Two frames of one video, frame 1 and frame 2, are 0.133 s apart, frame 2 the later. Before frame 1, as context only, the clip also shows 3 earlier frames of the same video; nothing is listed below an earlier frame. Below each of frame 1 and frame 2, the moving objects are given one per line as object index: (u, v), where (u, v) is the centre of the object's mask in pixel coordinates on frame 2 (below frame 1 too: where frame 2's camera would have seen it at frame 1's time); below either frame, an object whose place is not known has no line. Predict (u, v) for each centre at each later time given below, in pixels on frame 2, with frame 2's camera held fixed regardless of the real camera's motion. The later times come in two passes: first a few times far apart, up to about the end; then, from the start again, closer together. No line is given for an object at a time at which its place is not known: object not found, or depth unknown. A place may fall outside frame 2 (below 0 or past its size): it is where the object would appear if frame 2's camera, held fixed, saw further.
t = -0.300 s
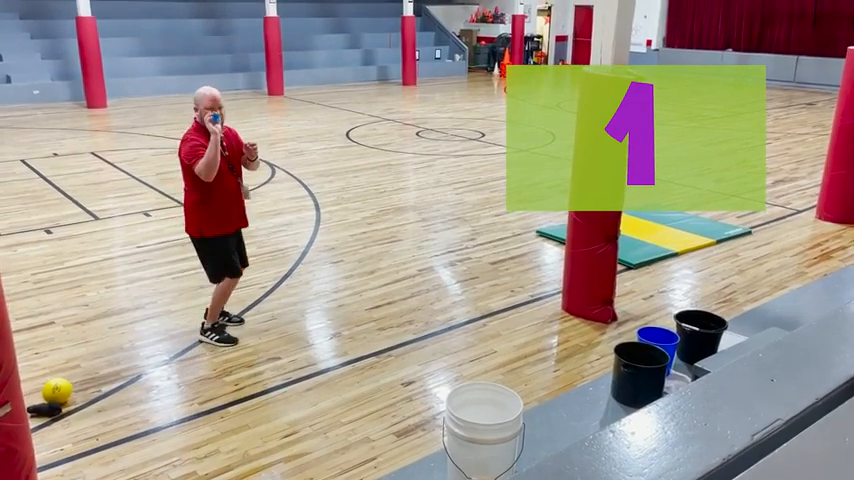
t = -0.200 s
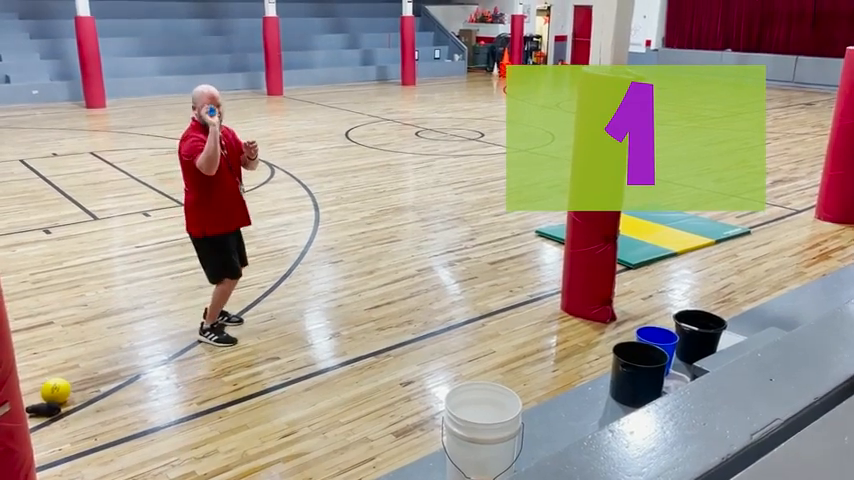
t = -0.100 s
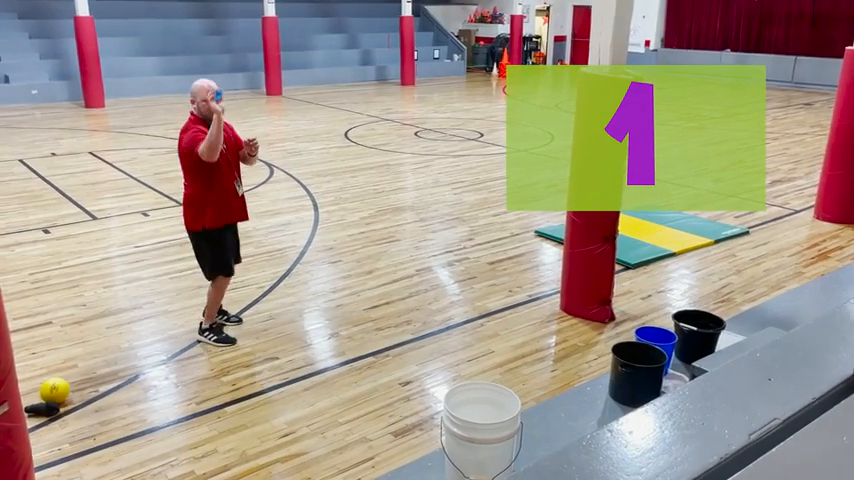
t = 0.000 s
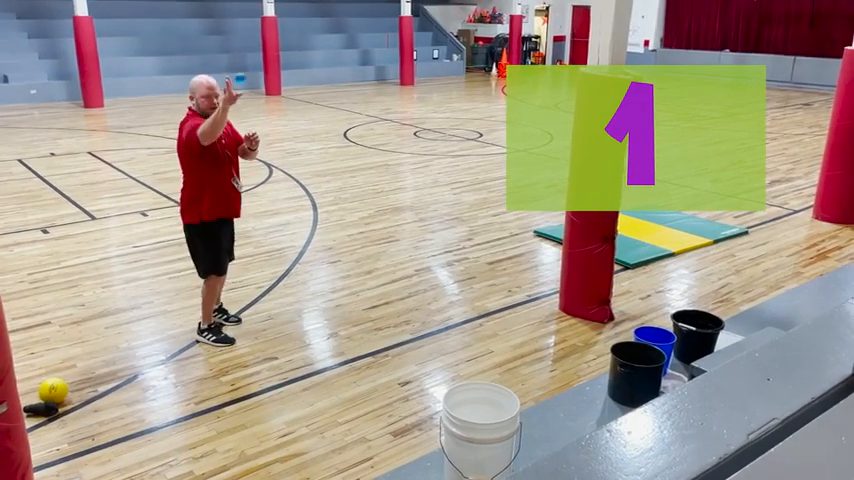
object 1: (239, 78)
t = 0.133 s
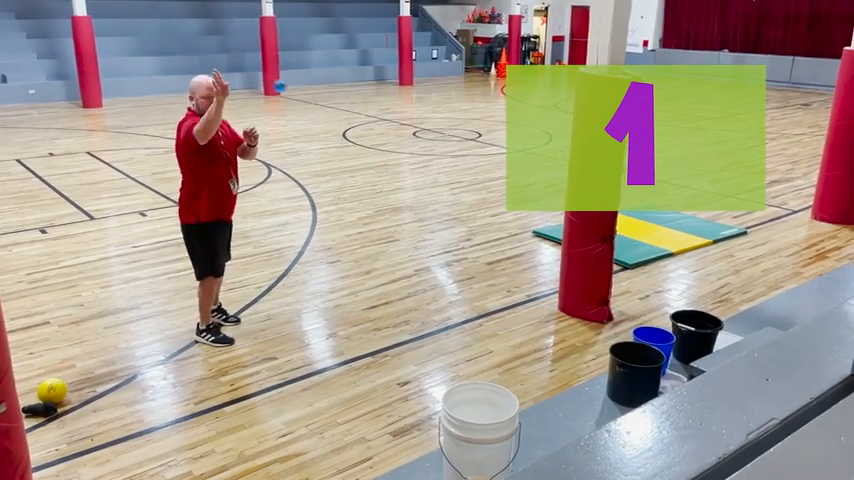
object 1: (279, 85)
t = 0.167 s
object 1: (291, 93)
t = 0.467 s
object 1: (424, 298)
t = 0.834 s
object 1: (592, 298)
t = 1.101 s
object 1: (742, 443)
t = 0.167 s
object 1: (291, 93)
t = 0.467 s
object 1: (424, 298)
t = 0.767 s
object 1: (559, 299)
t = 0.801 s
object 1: (575, 297)
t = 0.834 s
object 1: (592, 298)
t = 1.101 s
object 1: (742, 443)
